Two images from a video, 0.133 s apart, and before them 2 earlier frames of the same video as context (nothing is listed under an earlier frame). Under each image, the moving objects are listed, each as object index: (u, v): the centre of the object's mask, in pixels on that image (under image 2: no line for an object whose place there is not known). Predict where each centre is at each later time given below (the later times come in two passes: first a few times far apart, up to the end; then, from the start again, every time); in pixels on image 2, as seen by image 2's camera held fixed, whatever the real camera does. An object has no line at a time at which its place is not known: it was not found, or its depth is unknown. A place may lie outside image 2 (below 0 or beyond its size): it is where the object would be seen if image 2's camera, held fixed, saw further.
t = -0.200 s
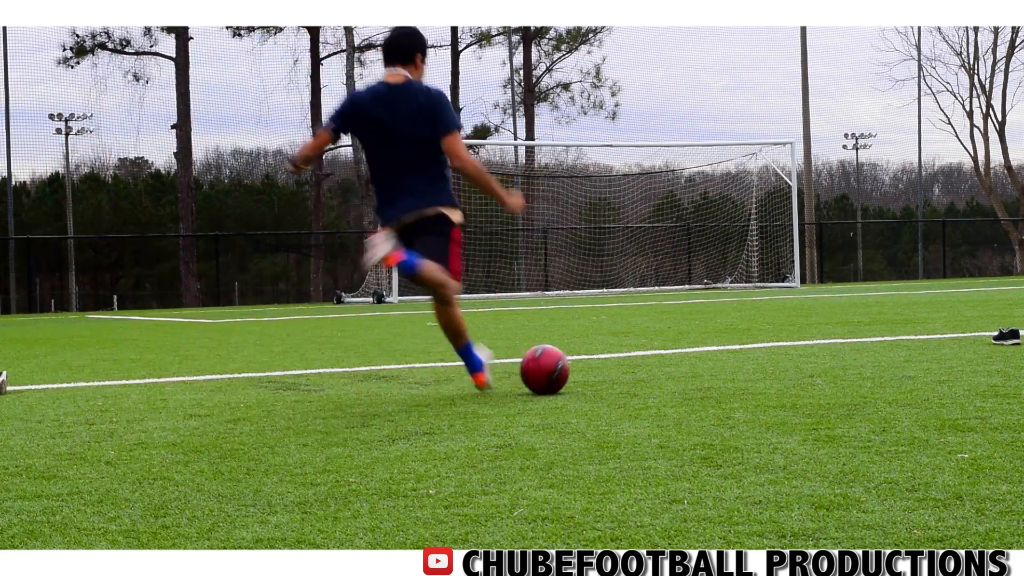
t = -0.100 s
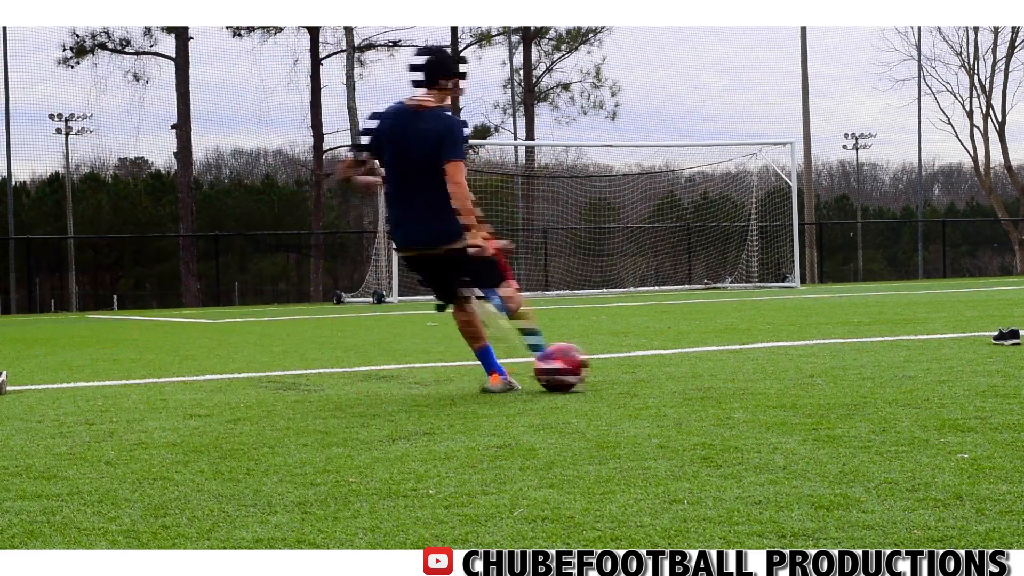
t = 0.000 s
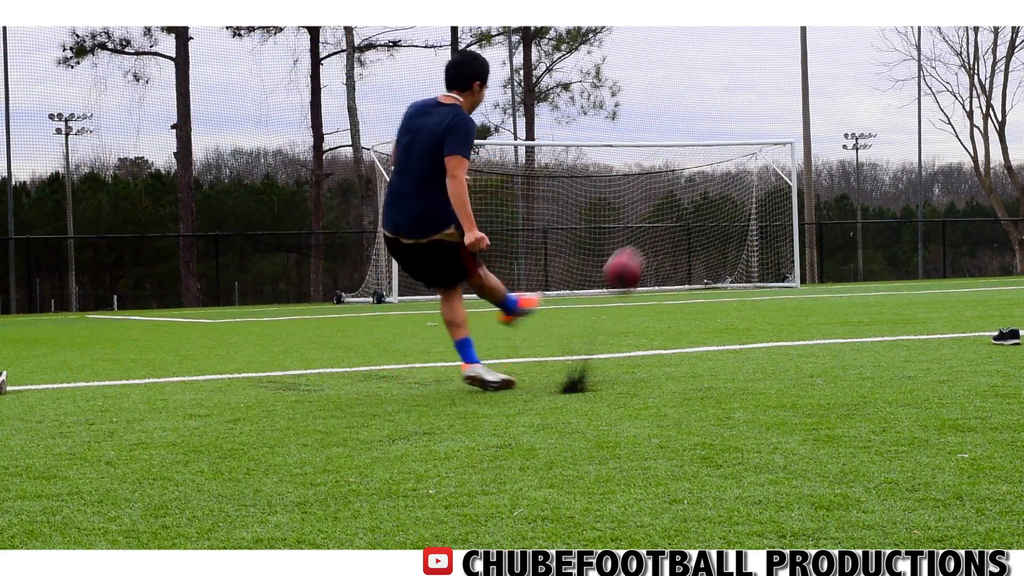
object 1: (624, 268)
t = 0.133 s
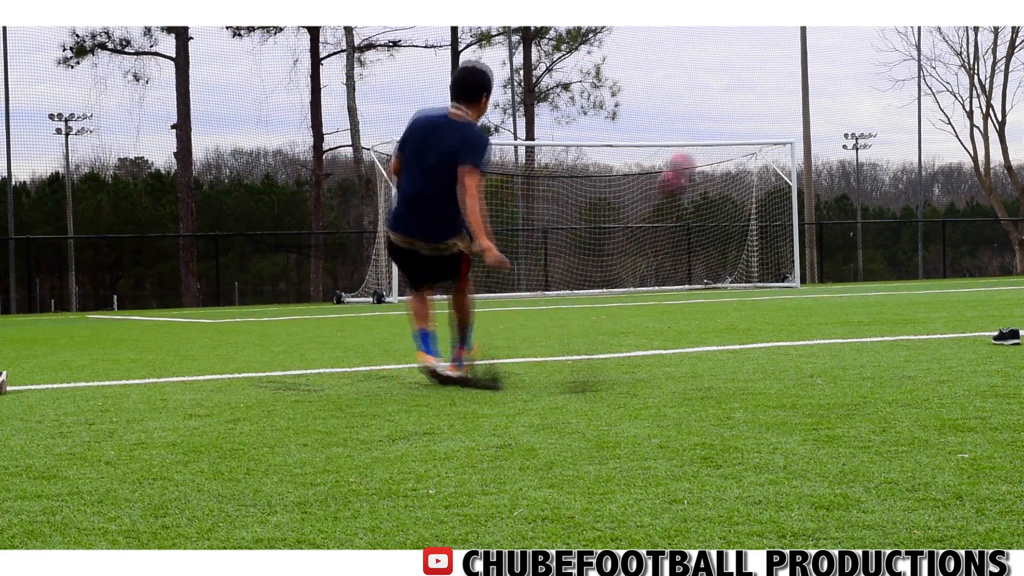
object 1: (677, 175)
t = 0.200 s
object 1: (691, 150)
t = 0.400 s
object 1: (727, 123)
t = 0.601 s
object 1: (752, 129)
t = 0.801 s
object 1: (763, 150)
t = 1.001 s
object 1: (774, 181)
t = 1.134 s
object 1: (764, 179)
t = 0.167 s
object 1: (682, 166)
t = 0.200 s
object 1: (691, 150)
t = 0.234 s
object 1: (698, 140)
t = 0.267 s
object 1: (705, 133)
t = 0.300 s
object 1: (708, 131)
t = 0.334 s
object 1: (716, 127)
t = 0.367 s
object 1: (720, 125)
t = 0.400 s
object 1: (727, 123)
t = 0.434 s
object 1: (733, 122)
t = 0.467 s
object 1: (739, 122)
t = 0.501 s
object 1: (741, 123)
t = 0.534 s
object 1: (746, 125)
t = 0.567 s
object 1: (748, 126)
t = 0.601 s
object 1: (752, 129)
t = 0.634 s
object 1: (754, 132)
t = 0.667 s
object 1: (757, 136)
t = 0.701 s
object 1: (757, 138)
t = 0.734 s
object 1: (760, 142)
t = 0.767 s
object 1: (761, 145)
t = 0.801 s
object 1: (763, 150)
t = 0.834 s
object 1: (765, 155)
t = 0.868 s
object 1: (767, 162)
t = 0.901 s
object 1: (768, 165)
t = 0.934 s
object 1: (770, 170)
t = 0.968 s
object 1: (773, 178)
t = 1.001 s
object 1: (774, 181)
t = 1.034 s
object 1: (774, 181)
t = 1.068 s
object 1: (770, 180)
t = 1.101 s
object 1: (767, 179)
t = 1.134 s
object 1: (764, 179)
